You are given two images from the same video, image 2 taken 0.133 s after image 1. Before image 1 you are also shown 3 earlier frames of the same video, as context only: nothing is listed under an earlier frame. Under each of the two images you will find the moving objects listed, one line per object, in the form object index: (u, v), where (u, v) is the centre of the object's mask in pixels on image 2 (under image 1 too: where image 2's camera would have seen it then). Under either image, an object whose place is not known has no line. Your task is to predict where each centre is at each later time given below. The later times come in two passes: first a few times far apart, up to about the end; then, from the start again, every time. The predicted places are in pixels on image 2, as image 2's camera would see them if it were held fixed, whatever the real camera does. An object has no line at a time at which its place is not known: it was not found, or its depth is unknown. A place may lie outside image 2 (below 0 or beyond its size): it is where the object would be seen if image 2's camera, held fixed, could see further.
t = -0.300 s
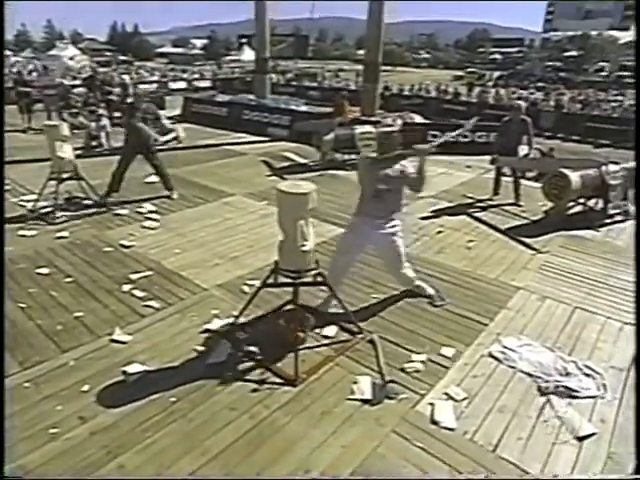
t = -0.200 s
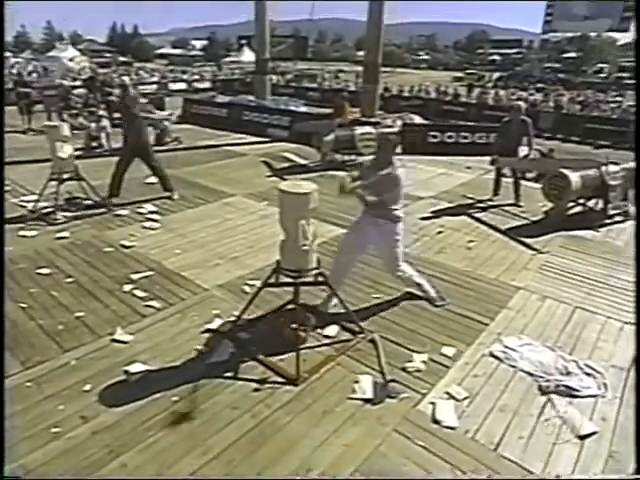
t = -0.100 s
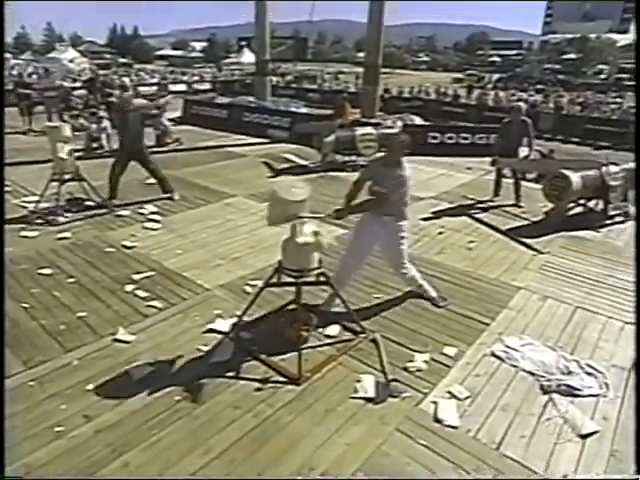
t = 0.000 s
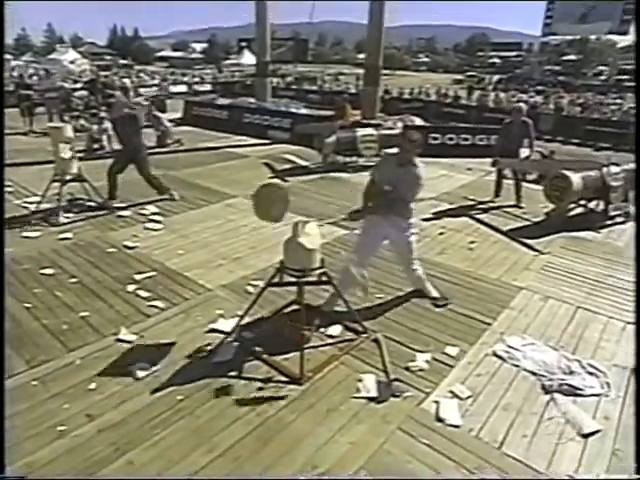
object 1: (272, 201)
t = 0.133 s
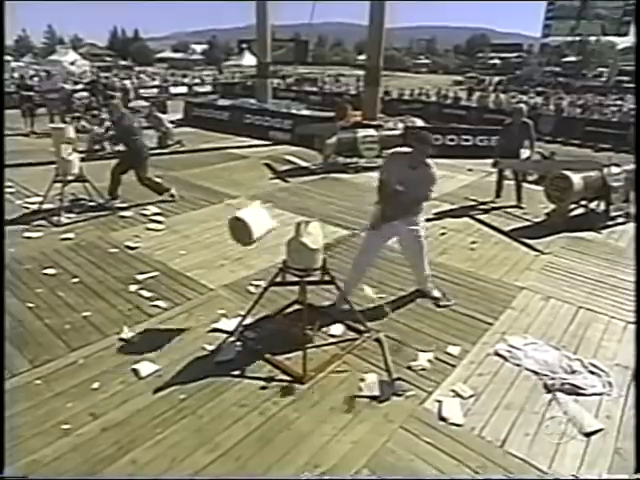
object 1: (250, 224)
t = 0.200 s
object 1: (244, 237)
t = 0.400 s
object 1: (220, 277)
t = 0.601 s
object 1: (216, 282)
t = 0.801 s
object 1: (215, 285)
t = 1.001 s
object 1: (211, 287)
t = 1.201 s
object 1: (206, 290)
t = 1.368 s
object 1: (202, 293)
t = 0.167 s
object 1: (246, 230)
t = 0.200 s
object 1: (244, 237)
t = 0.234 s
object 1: (242, 248)
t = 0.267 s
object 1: (235, 258)
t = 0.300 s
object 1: (229, 270)
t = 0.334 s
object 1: (222, 280)
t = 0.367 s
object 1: (221, 280)
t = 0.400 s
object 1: (220, 277)
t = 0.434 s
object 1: (219, 275)
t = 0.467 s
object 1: (218, 274)
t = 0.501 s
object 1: (218, 275)
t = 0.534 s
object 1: (217, 275)
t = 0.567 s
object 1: (216, 278)
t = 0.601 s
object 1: (216, 282)
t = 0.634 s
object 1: (216, 282)
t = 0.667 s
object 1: (216, 283)
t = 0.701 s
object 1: (216, 283)
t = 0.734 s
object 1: (216, 284)
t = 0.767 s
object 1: (215, 284)
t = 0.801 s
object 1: (215, 285)
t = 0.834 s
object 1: (215, 285)
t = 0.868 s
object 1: (214, 286)
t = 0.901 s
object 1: (214, 286)
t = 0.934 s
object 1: (212, 286)
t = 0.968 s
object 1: (212, 287)
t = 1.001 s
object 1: (211, 287)
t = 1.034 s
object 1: (210, 287)
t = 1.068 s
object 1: (210, 288)
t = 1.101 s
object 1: (209, 288)
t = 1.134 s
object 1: (208, 289)
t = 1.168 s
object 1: (208, 290)
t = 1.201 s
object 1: (206, 290)
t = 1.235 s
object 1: (205, 291)
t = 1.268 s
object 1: (205, 292)
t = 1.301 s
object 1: (205, 292)
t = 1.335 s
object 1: (202, 293)
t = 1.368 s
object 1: (202, 293)
